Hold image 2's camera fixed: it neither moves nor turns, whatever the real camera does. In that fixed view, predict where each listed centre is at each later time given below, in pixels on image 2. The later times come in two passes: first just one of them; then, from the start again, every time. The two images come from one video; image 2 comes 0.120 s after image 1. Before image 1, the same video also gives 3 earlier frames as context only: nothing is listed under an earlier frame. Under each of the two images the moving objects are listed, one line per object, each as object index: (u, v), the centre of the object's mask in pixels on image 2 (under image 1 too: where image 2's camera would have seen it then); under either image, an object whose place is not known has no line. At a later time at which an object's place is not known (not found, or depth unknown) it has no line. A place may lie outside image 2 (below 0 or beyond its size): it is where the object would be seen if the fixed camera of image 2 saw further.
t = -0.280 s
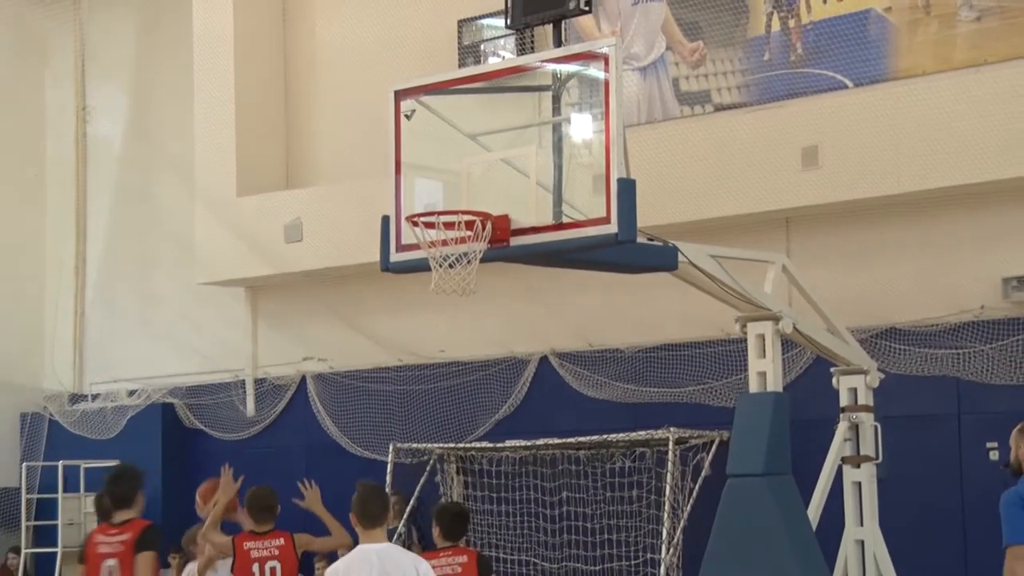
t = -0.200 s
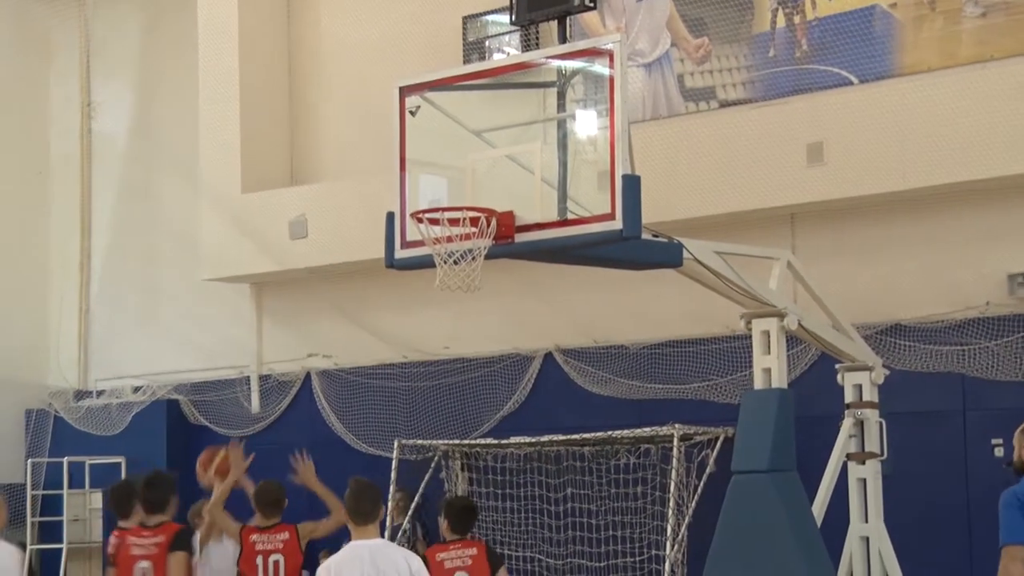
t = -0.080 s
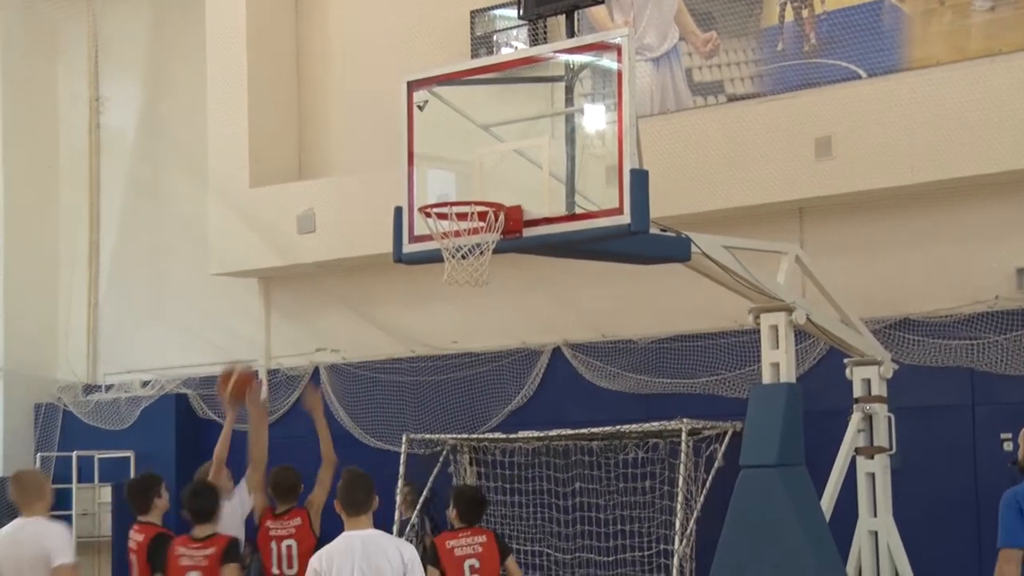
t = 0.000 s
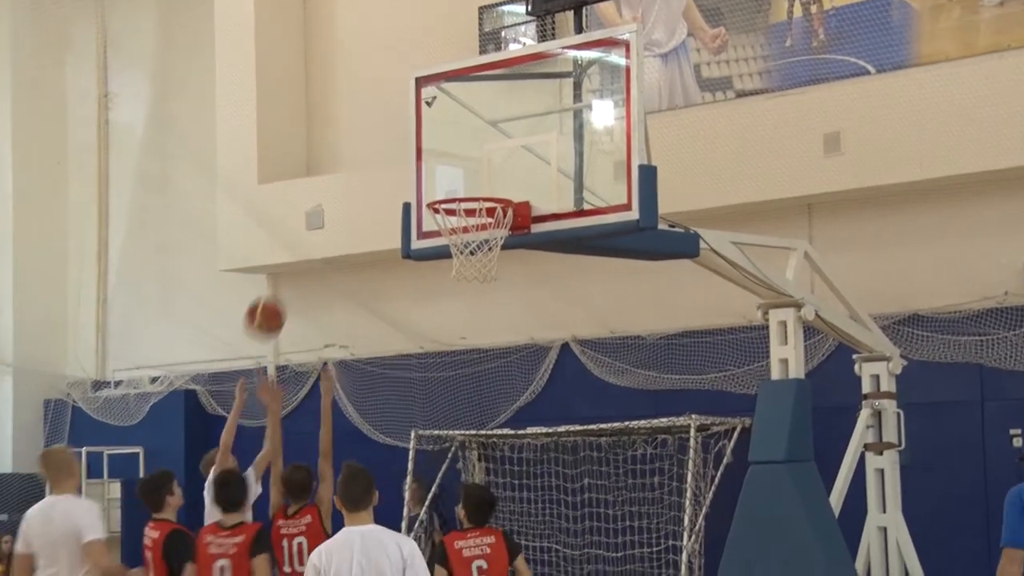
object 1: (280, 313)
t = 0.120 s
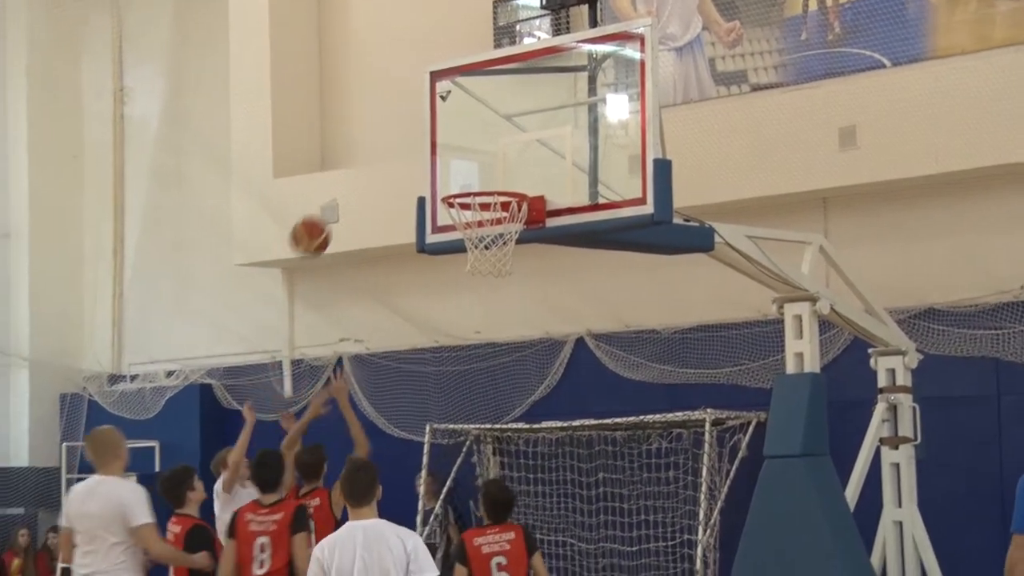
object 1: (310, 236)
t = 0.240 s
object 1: (341, 184)
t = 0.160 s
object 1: (321, 216)
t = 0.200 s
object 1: (330, 200)
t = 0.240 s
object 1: (341, 184)
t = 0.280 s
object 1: (351, 171)
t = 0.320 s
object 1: (361, 162)
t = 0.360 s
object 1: (371, 155)
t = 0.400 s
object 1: (382, 151)
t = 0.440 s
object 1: (392, 149)
